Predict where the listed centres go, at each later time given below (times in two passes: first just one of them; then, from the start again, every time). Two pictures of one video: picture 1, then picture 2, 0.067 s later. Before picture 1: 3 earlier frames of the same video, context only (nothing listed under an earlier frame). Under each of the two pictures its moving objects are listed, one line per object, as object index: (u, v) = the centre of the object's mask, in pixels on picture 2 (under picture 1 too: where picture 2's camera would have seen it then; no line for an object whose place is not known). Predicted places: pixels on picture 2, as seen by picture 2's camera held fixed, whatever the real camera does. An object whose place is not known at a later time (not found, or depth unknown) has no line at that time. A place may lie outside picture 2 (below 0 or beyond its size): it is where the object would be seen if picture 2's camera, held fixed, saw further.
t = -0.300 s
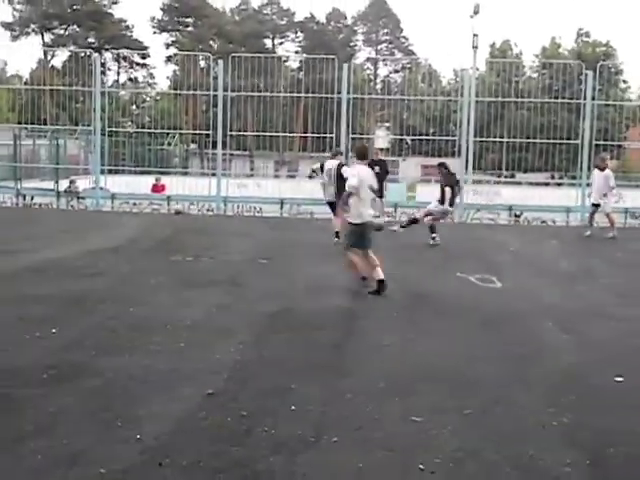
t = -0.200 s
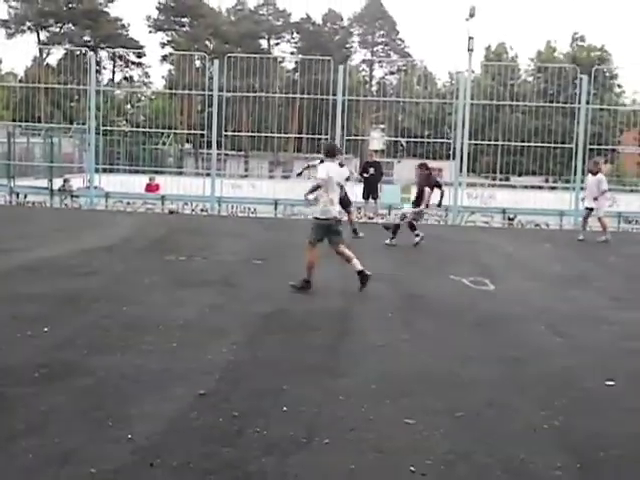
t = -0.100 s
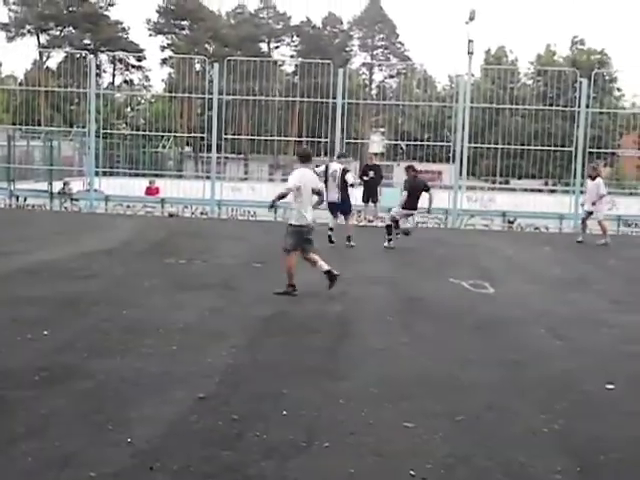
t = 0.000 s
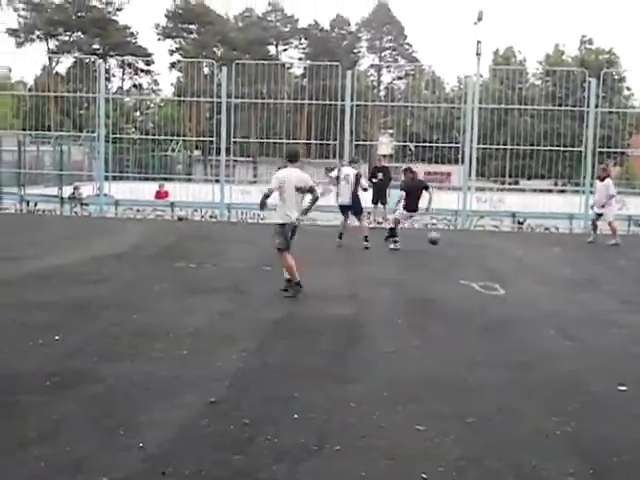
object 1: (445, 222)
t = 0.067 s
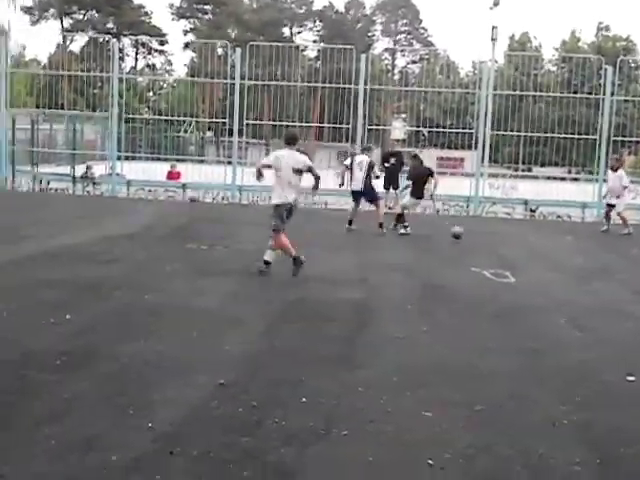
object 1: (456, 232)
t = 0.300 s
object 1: (483, 227)
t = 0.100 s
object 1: (462, 236)
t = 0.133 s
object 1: (466, 232)
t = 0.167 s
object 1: (469, 231)
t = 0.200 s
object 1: (473, 229)
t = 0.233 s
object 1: (476, 228)
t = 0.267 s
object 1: (480, 228)
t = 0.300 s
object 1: (483, 227)
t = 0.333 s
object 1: (487, 228)
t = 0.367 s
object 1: (490, 231)
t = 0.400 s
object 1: (493, 232)
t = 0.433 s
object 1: (496, 235)
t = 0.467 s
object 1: (500, 238)
